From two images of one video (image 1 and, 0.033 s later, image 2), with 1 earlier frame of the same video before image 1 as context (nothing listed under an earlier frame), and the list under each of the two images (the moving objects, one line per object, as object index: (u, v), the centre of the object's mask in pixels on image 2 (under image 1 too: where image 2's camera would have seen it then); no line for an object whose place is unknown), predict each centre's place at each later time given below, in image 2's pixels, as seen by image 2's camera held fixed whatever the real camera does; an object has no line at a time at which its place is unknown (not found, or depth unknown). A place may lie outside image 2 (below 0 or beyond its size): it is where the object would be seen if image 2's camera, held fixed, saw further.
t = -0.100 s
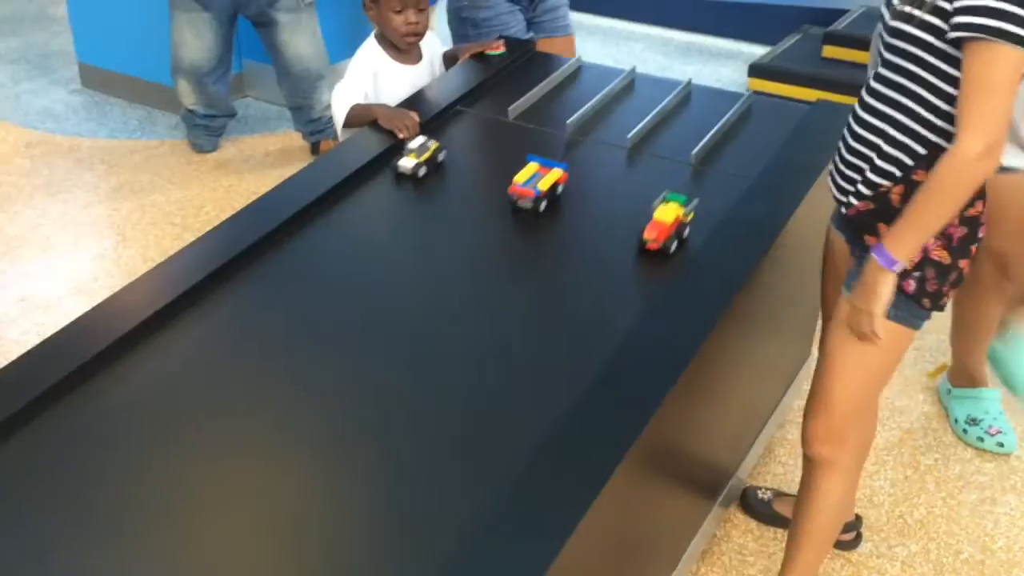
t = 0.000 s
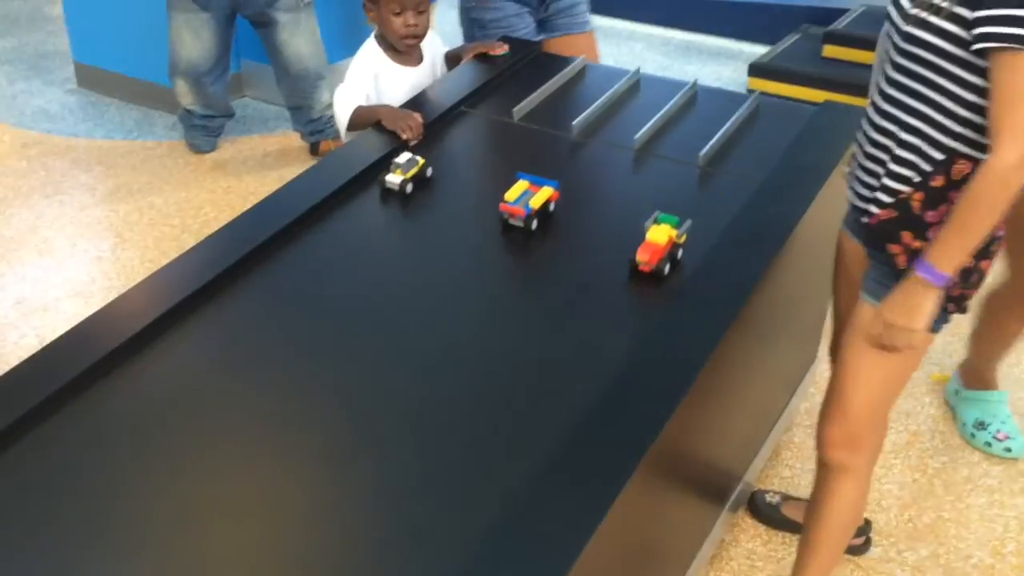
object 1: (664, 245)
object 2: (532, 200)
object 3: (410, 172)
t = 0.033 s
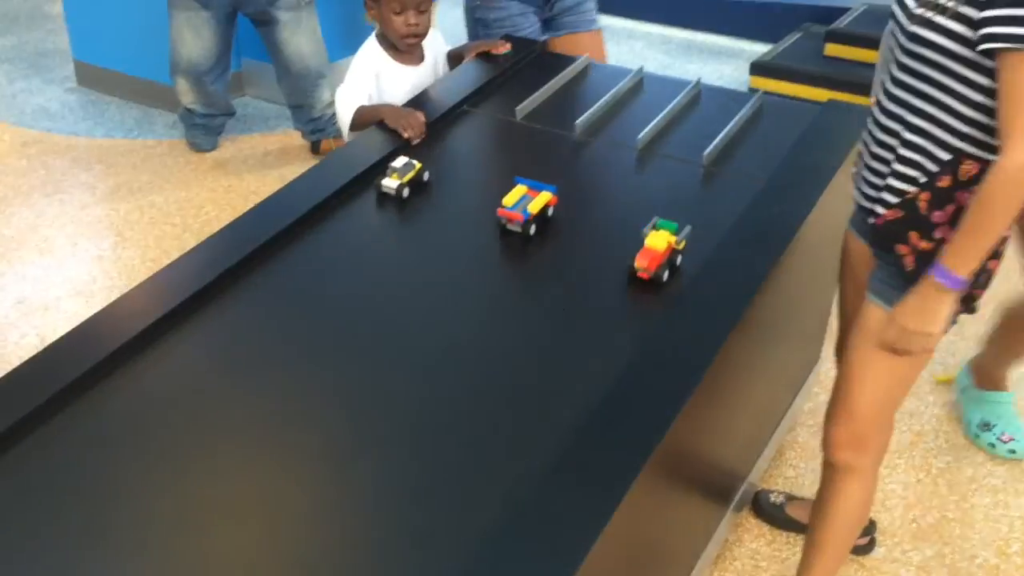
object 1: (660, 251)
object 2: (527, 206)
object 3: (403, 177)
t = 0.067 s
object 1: (653, 259)
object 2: (521, 212)
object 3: (397, 182)
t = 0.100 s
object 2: (515, 218)
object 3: (390, 187)
